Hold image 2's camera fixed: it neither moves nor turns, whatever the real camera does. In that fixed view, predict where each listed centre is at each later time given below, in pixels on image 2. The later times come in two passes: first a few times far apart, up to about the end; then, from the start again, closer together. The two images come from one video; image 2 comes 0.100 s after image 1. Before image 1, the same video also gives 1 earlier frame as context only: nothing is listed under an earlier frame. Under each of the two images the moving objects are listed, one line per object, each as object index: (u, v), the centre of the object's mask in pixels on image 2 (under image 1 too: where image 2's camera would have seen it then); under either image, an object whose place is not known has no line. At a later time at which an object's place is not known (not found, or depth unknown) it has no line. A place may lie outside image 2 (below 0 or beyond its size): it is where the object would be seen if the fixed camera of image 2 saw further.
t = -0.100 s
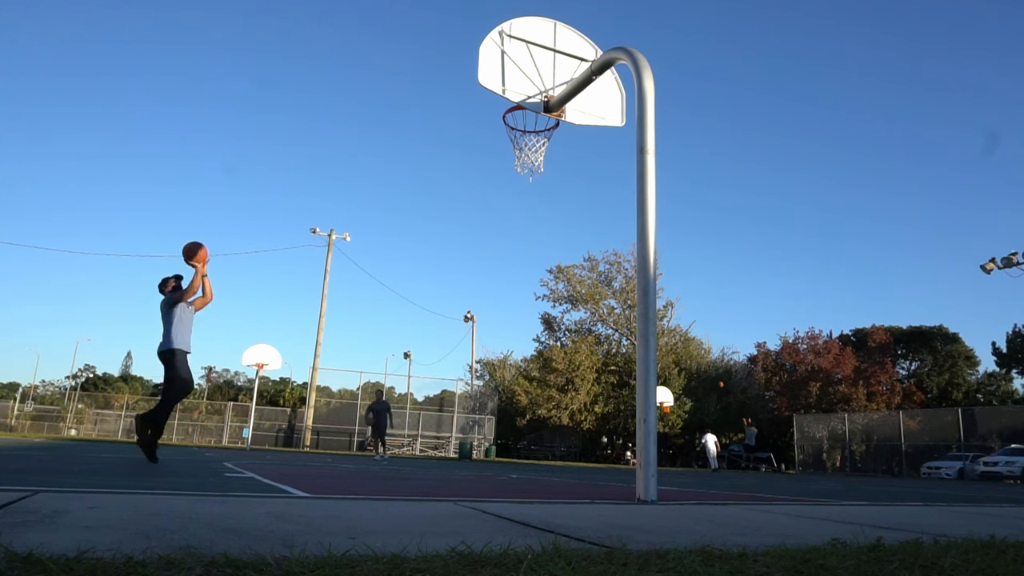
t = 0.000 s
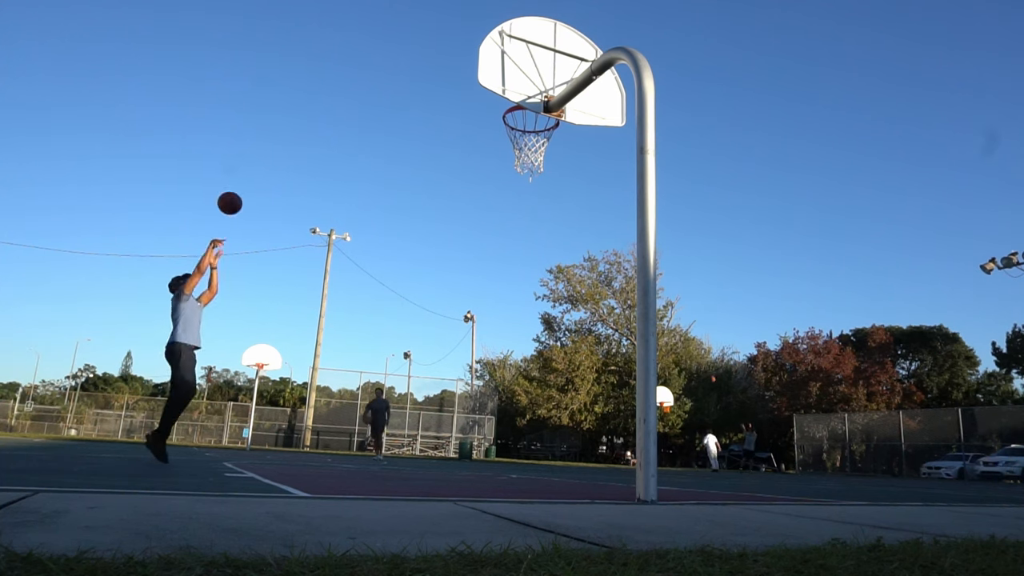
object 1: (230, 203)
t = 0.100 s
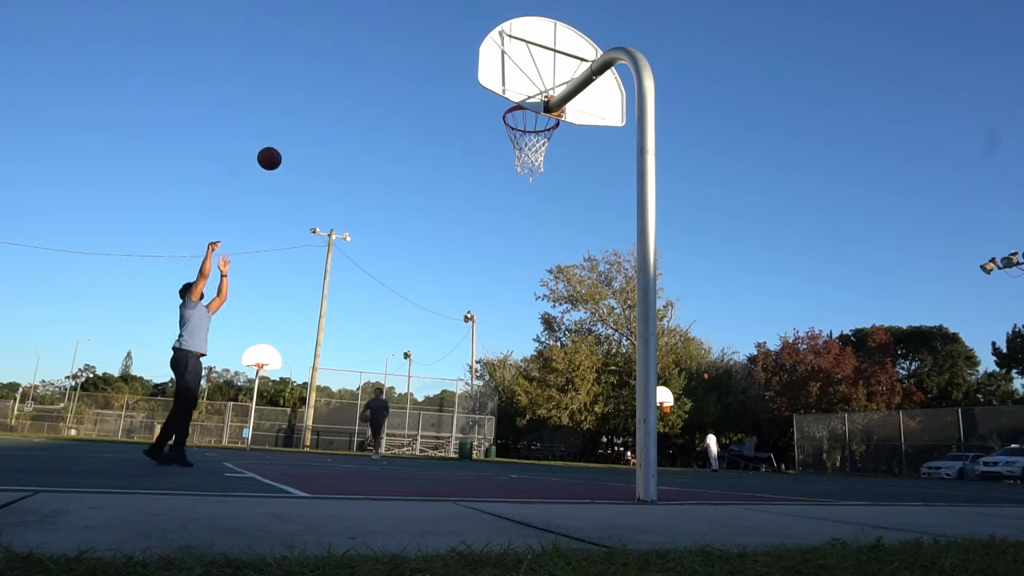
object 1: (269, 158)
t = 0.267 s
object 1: (334, 102)
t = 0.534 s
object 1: (438, 60)
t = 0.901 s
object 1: (574, 127)
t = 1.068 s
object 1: (578, 205)
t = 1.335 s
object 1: (582, 384)
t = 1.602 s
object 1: (576, 399)
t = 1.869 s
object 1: (564, 334)
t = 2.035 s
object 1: (562, 330)
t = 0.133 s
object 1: (282, 145)
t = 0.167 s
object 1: (295, 133)
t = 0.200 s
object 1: (308, 122)
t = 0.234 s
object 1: (321, 111)
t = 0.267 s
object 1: (334, 102)
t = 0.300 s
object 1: (346, 93)
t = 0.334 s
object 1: (359, 86)
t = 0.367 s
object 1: (372, 79)
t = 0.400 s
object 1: (385, 74)
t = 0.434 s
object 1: (398, 69)
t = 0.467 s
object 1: (412, 65)
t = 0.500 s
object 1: (425, 62)
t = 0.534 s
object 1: (438, 60)
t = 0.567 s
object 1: (451, 59)
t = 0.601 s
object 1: (464, 59)
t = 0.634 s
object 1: (473, 60)
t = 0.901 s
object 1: (574, 127)
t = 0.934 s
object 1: (576, 135)
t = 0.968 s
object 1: (577, 151)
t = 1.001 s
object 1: (577, 168)
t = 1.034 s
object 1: (578, 186)
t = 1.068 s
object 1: (578, 205)
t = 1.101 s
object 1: (579, 224)
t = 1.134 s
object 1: (579, 245)
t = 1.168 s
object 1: (580, 266)
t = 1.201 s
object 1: (580, 288)
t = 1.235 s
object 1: (581, 311)
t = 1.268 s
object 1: (581, 334)
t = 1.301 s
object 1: (582, 359)
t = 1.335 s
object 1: (582, 384)
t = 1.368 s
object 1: (582, 410)
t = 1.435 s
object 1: (583, 464)
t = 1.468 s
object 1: (583, 463)
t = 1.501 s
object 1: (582, 445)
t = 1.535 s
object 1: (579, 428)
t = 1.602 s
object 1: (576, 399)
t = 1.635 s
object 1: (574, 387)
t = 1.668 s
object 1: (573, 376)
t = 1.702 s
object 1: (572, 366)
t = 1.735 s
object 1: (570, 357)
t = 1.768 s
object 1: (568, 350)
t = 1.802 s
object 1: (567, 343)
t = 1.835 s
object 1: (566, 338)
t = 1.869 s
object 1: (564, 334)
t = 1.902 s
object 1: (563, 331)
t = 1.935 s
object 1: (561, 329)
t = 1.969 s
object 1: (560, 328)
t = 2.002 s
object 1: (559, 327)
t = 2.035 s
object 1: (562, 330)
